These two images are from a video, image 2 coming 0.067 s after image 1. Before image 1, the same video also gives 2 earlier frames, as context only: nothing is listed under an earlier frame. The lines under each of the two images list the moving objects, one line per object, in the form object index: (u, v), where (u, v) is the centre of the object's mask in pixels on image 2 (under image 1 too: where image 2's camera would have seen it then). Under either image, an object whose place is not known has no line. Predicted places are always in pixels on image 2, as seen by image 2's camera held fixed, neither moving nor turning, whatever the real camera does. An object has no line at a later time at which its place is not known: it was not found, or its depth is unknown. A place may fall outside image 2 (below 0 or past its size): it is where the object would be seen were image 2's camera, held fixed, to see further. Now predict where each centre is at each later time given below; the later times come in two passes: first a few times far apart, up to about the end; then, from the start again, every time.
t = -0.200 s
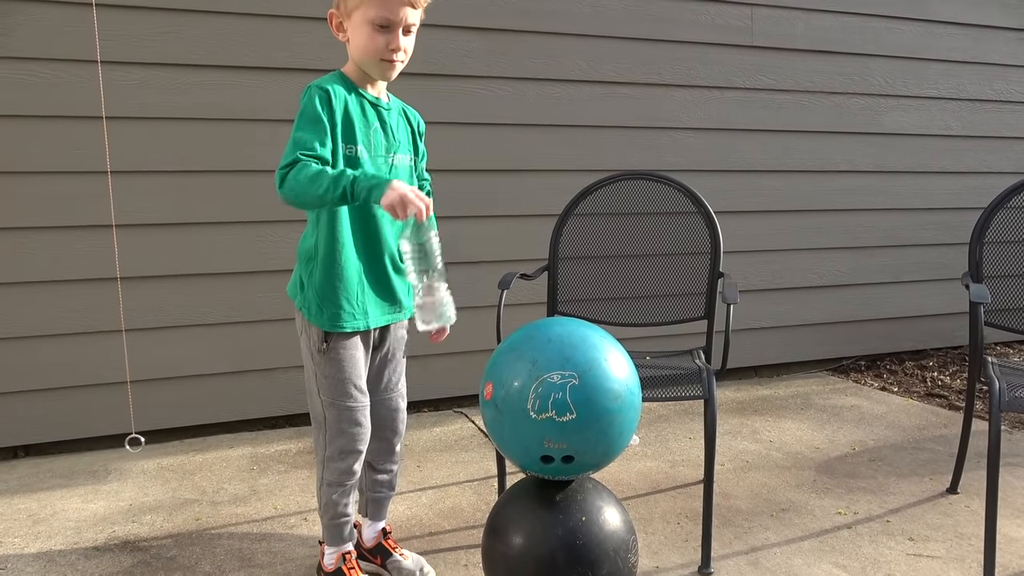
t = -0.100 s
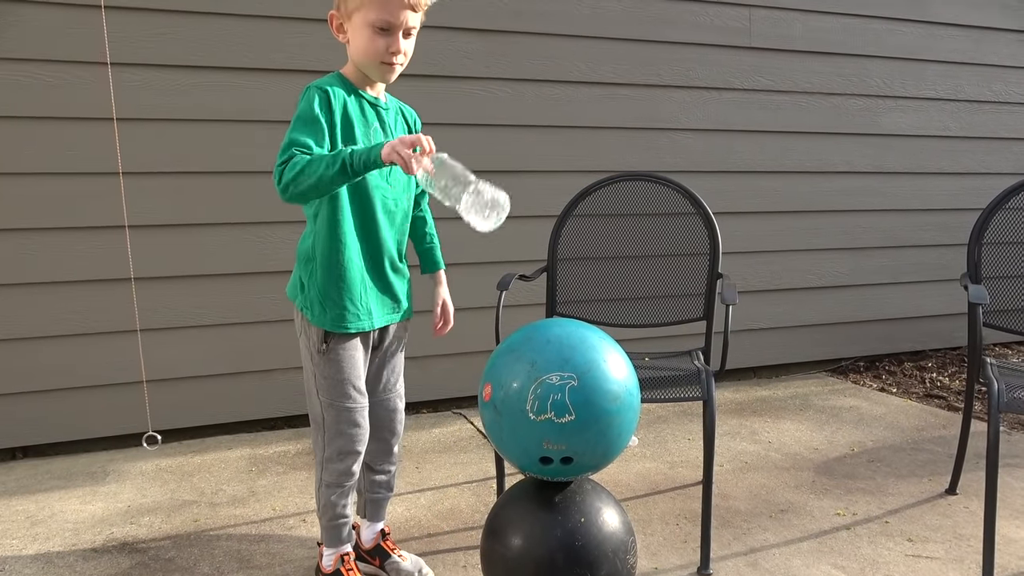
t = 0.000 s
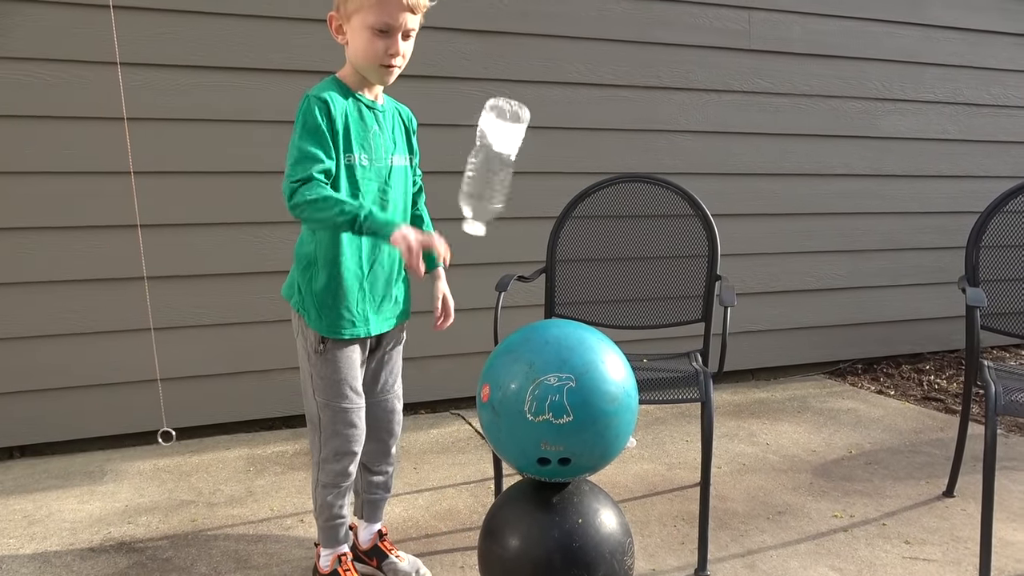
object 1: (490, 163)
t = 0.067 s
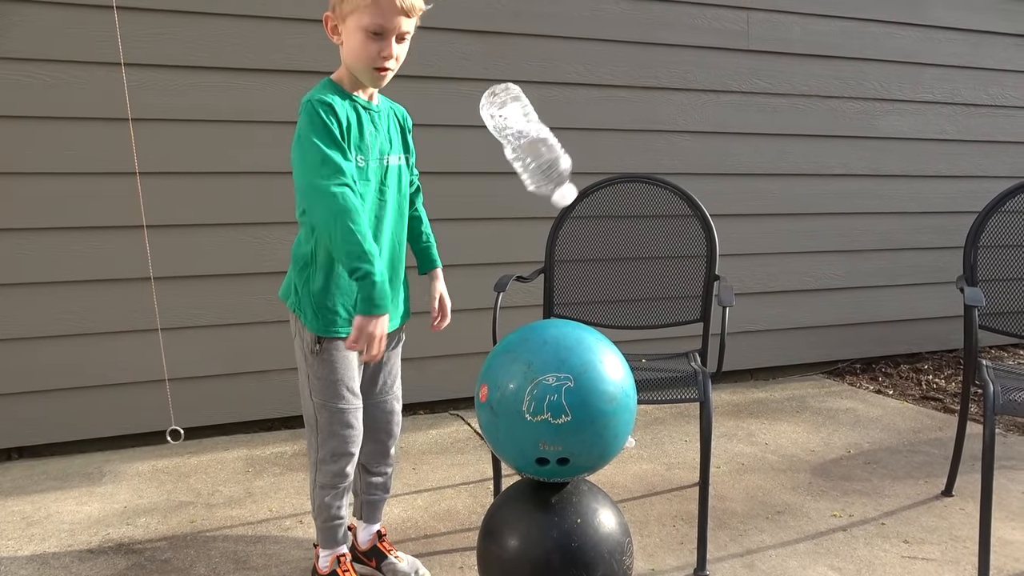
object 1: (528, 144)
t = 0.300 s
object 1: (553, 251)
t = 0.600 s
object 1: (490, 349)
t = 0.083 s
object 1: (535, 137)
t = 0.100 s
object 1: (540, 133)
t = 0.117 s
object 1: (543, 131)
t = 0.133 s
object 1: (545, 132)
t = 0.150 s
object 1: (546, 137)
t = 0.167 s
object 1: (547, 146)
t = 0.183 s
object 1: (547, 158)
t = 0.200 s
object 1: (547, 174)
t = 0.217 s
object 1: (548, 192)
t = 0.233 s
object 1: (549, 215)
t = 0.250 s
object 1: (551, 240)
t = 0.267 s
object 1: (553, 254)
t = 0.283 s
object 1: (553, 252)
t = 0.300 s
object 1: (553, 251)
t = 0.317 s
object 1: (553, 251)
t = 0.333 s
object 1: (551, 252)
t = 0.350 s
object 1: (548, 253)
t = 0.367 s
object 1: (545, 254)
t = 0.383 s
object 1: (542, 256)
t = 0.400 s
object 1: (538, 258)
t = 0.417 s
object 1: (535, 259)
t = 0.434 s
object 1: (532, 261)
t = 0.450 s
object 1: (529, 265)
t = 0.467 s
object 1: (525, 268)
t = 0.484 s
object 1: (521, 273)
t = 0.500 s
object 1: (517, 278)
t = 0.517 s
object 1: (513, 285)
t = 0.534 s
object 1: (509, 293)
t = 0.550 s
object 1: (504, 303)
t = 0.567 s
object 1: (499, 315)
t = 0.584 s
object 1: (495, 331)
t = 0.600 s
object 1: (490, 349)
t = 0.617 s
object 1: (485, 371)
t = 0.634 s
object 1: (480, 396)
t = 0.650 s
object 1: (475, 424)
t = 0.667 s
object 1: (470, 455)
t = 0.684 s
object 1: (465, 489)
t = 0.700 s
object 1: (459, 527)
